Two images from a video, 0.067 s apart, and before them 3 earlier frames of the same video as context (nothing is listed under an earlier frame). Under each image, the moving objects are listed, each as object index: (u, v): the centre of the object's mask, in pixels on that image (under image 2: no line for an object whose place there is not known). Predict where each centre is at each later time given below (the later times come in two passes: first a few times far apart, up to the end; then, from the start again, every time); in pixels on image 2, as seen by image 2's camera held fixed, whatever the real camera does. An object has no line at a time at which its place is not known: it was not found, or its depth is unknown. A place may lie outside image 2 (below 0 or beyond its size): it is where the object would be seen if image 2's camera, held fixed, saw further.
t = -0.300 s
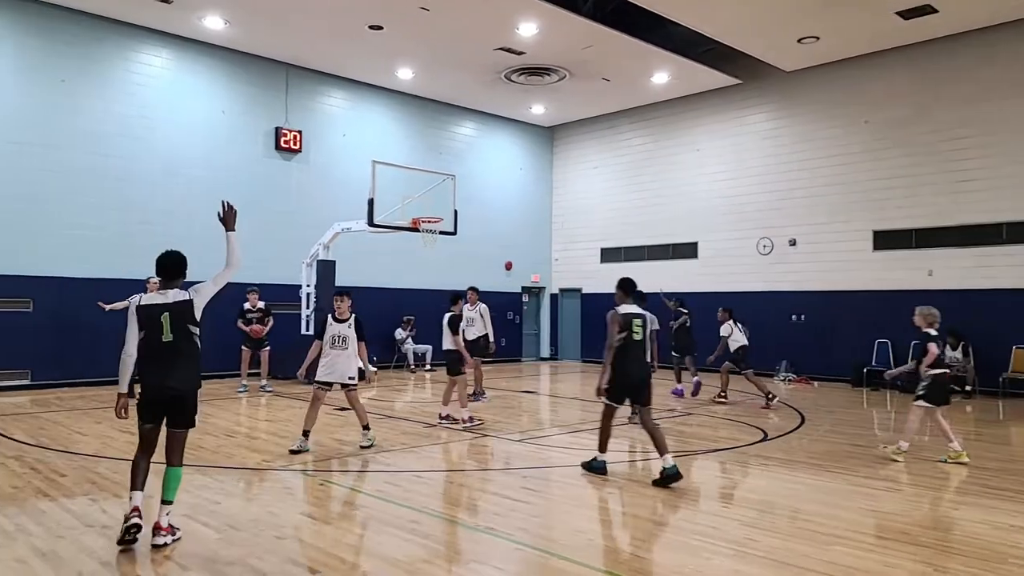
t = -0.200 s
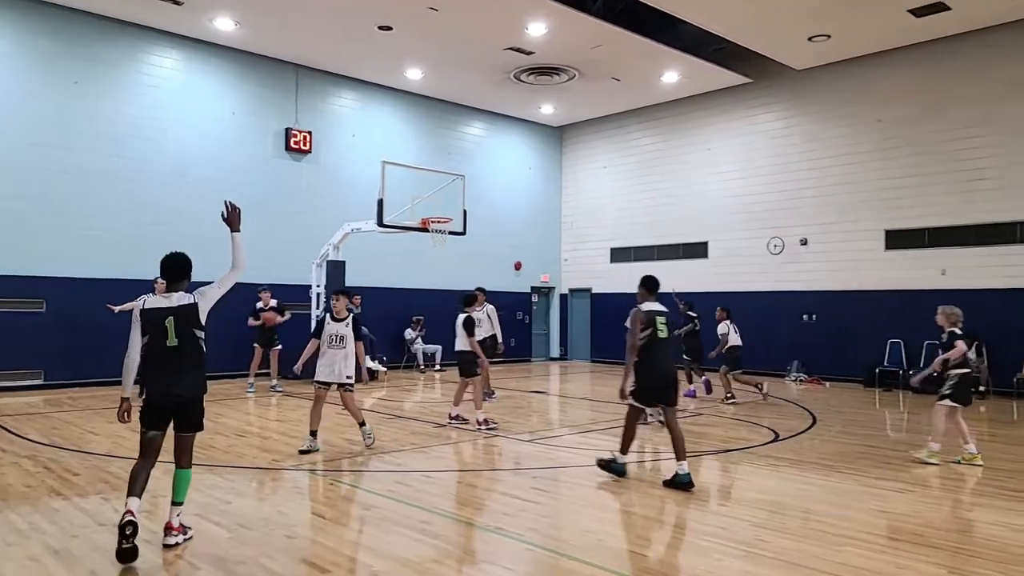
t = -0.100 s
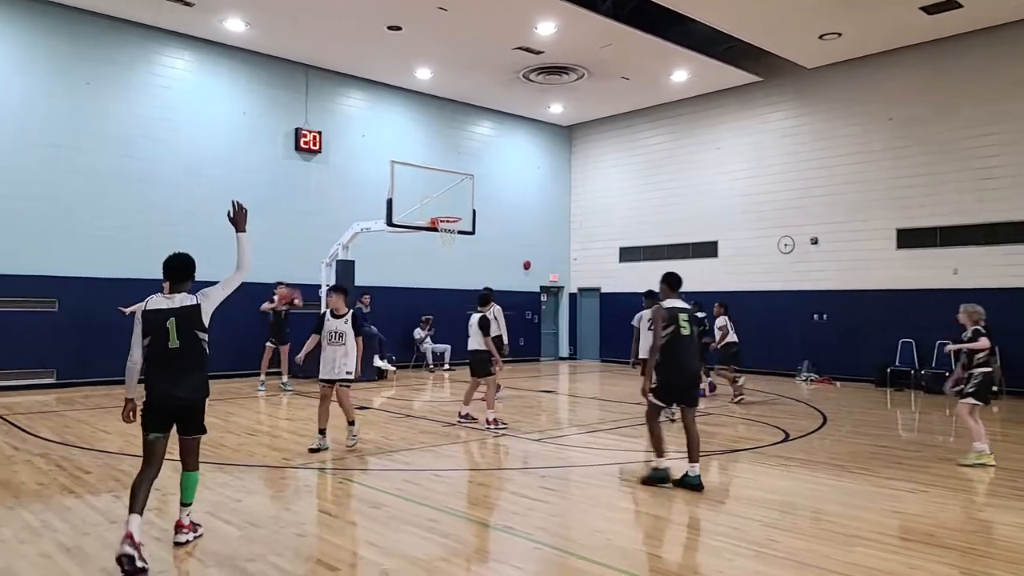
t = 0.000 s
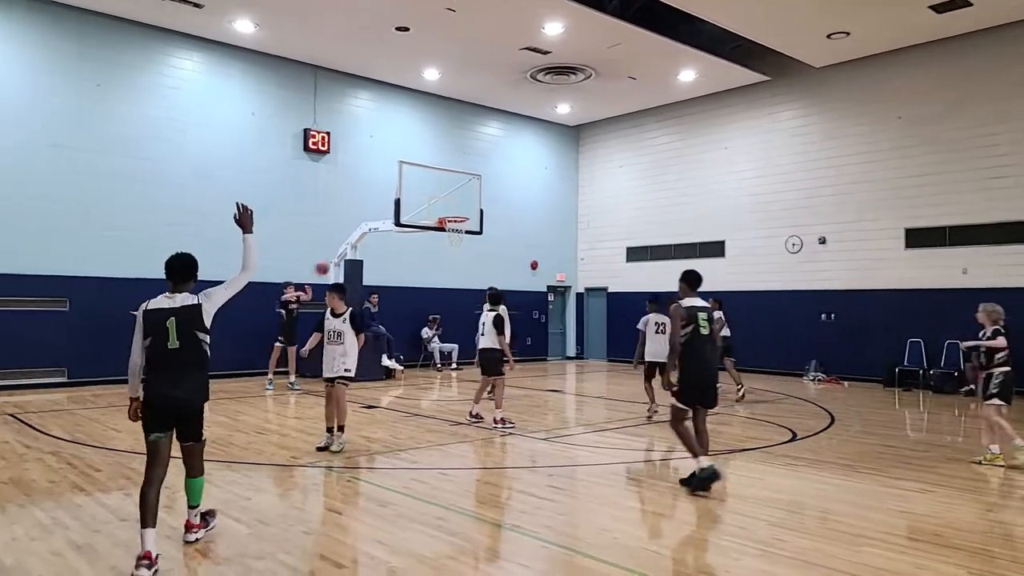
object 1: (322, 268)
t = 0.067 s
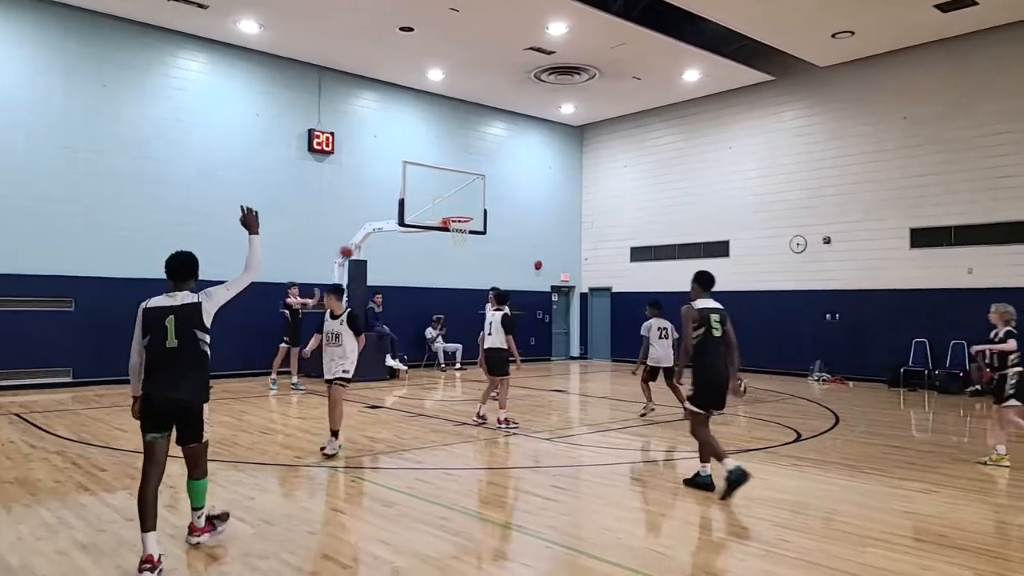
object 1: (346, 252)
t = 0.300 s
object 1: (431, 207)
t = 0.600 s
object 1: (588, 194)
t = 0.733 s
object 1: (688, 217)
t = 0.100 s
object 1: (357, 245)
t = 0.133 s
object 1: (368, 237)
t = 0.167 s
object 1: (379, 230)
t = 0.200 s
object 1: (391, 223)
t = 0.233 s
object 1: (404, 217)
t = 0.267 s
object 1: (417, 212)
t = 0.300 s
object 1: (431, 207)
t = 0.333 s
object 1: (445, 202)
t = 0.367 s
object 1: (460, 198)
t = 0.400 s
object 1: (475, 195)
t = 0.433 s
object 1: (492, 193)
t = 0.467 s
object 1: (509, 191)
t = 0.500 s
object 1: (527, 190)
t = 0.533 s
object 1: (546, 190)
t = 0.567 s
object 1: (566, 191)
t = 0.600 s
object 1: (588, 194)
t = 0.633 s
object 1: (610, 197)
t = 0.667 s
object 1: (634, 202)
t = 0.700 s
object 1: (660, 209)
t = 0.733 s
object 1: (688, 217)
